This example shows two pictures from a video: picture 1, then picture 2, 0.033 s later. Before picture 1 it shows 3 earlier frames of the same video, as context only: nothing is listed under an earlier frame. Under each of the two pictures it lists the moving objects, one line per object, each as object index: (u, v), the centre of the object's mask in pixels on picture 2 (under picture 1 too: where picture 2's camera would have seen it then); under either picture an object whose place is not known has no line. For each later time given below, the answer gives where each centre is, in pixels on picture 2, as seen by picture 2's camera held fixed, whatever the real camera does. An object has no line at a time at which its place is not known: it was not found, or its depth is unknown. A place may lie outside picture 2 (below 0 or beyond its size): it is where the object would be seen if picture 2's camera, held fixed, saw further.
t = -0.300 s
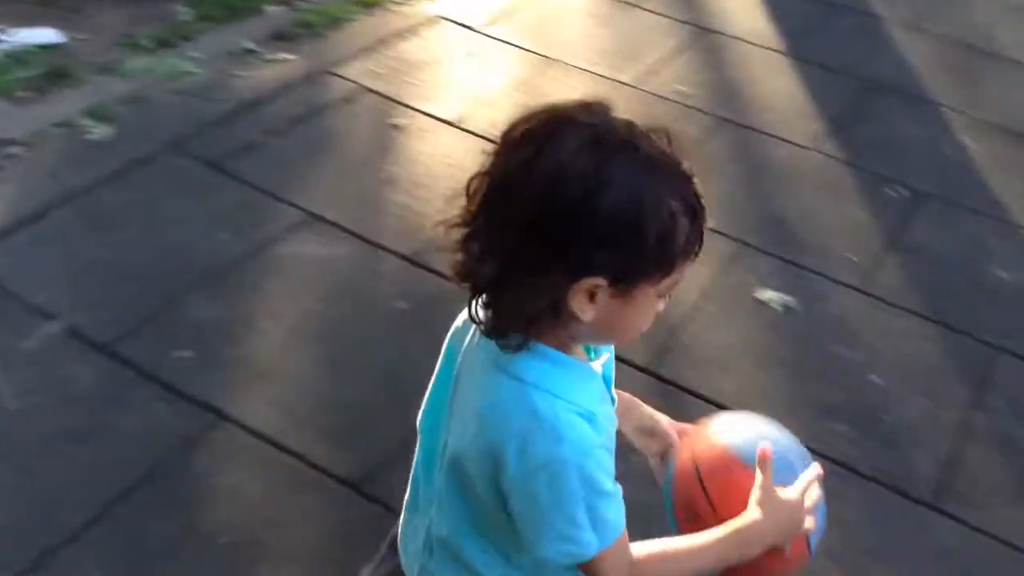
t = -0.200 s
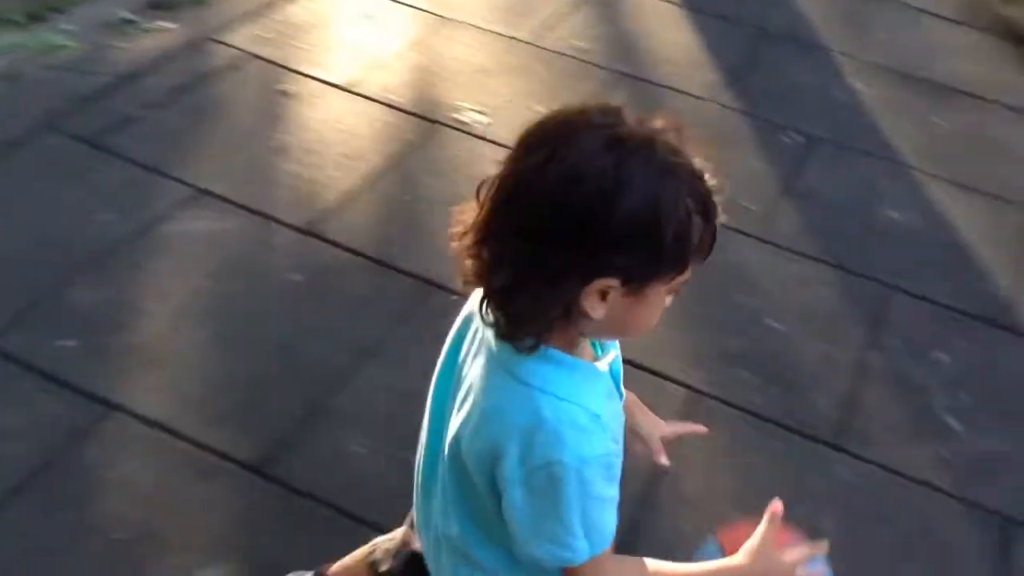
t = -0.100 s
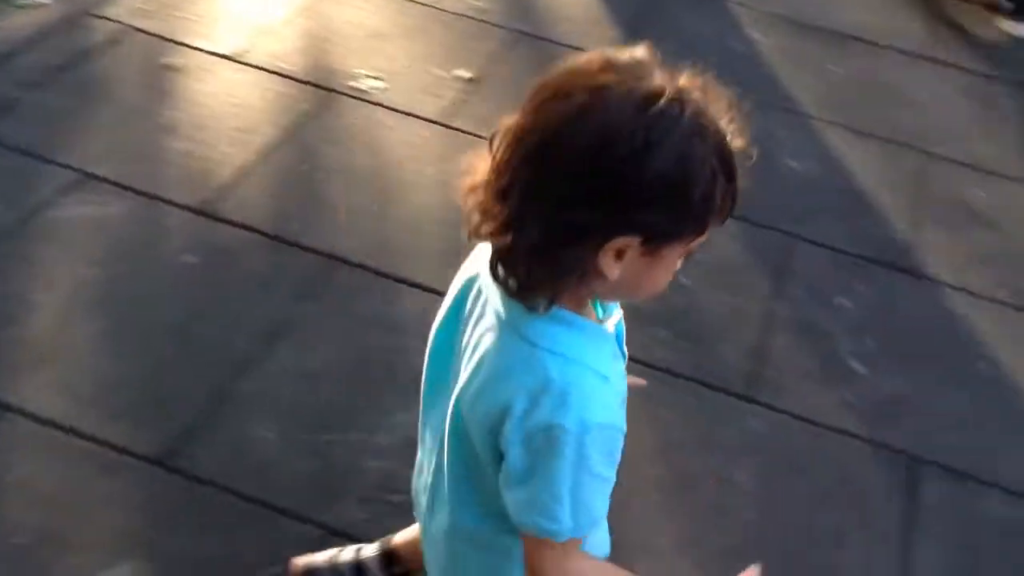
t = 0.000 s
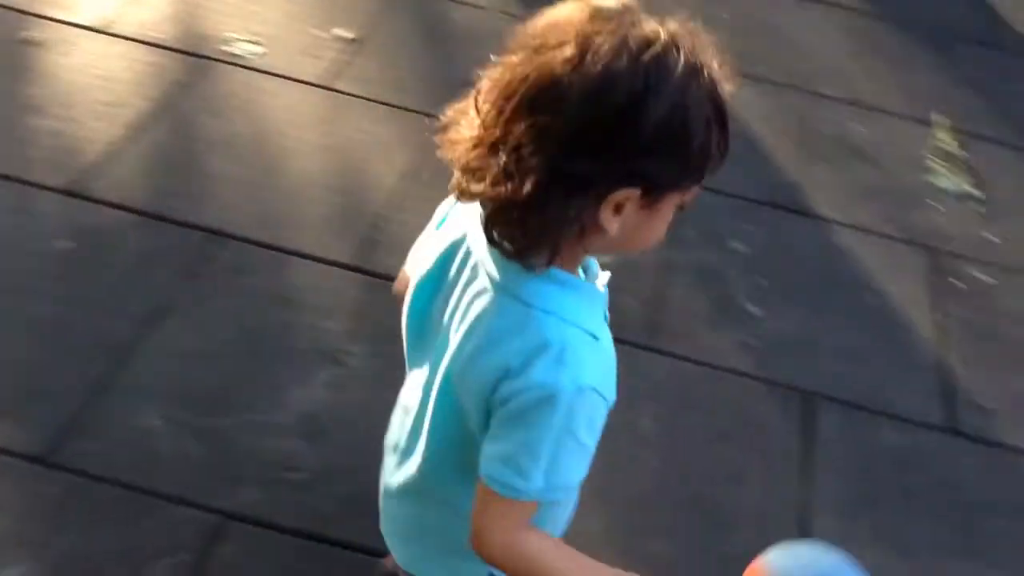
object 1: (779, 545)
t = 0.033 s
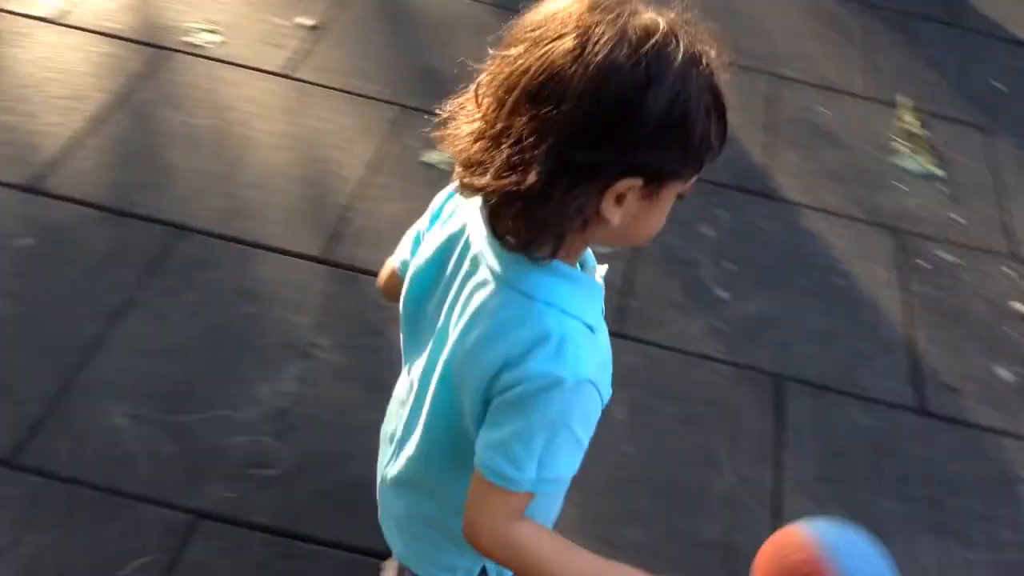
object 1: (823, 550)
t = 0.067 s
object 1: (865, 555)
